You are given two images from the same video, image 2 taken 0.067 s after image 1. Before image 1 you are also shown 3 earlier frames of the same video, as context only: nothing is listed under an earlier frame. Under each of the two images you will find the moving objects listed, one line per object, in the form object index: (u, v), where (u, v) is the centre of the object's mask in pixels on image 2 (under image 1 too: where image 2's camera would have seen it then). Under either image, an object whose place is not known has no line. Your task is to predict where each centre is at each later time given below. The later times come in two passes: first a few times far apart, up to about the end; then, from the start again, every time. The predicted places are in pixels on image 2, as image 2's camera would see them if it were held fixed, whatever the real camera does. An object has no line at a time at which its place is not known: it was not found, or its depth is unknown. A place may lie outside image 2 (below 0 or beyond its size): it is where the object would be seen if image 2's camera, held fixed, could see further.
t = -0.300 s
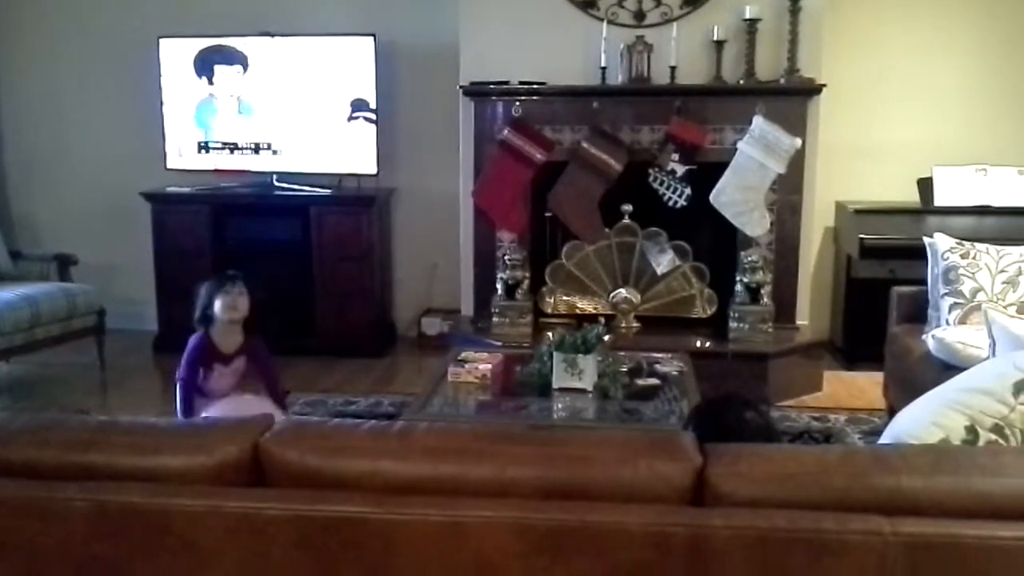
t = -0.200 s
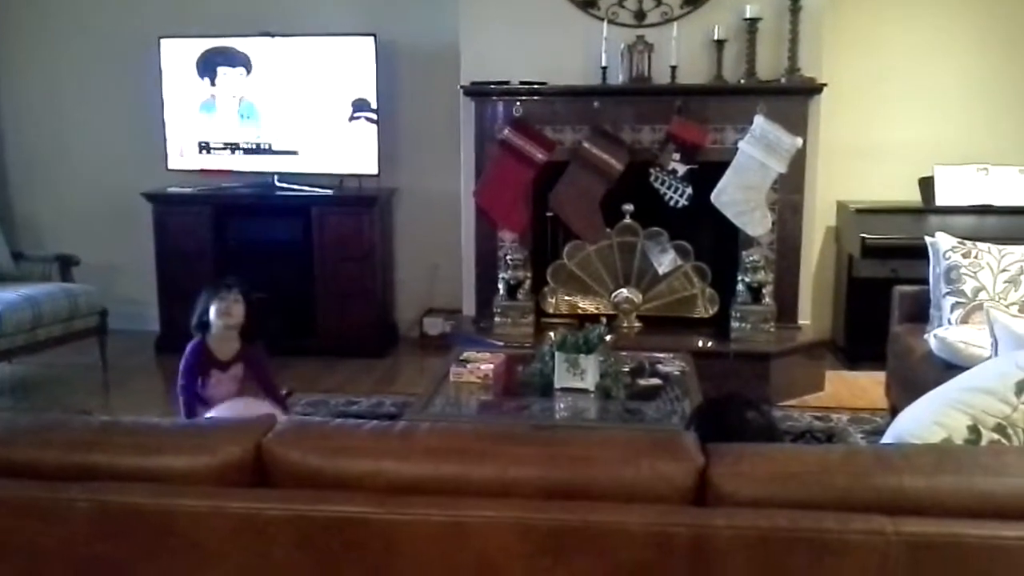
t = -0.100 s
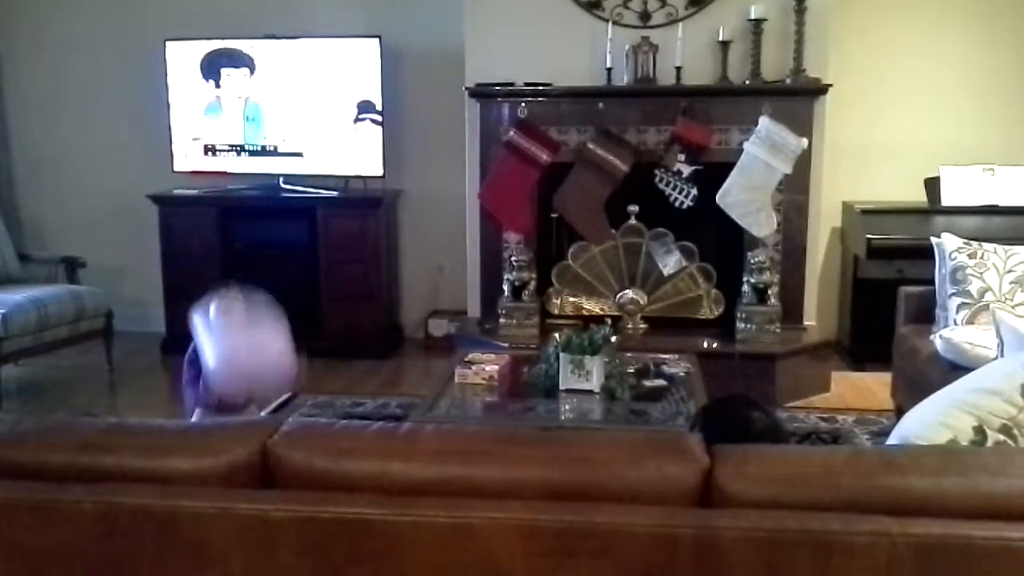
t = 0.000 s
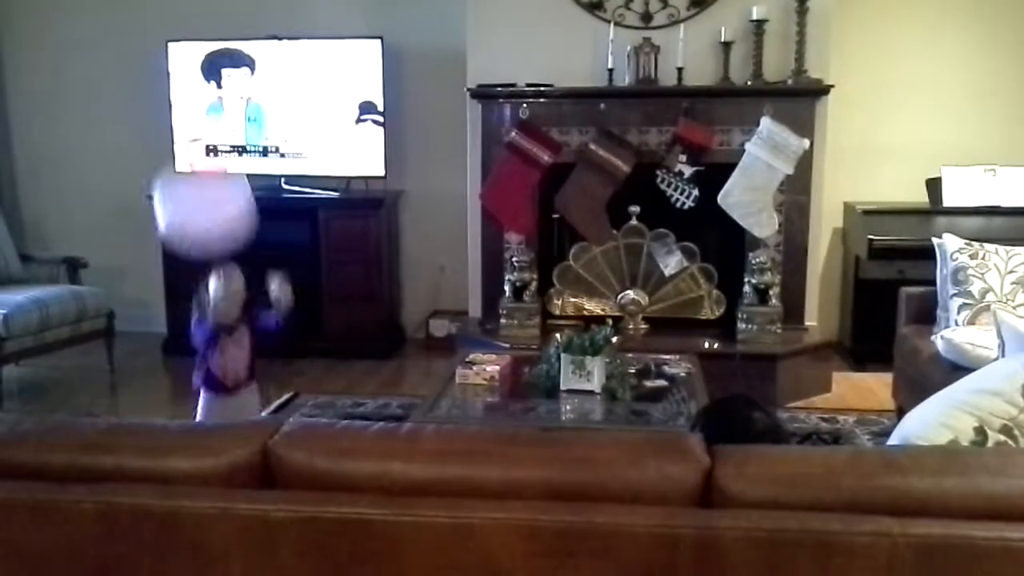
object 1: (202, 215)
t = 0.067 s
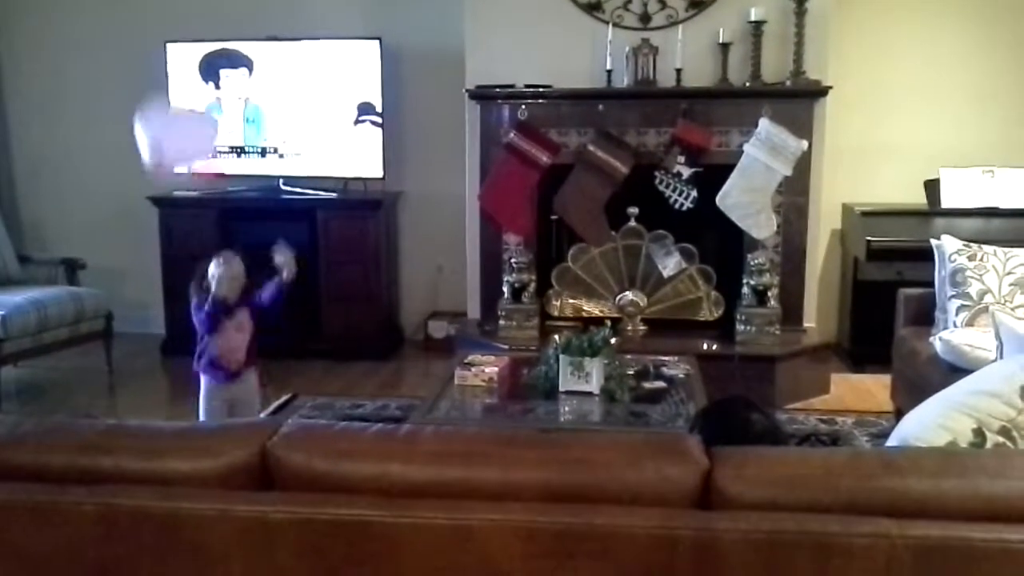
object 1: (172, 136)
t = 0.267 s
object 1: (131, 42)
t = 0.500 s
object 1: (101, 20)
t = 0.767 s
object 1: (84, 27)
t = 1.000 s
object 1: (76, 69)
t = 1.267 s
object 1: (73, 140)
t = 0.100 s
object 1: (163, 110)
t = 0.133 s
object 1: (155, 89)
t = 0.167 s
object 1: (148, 72)
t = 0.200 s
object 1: (141, 60)
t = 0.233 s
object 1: (136, 50)
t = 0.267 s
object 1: (131, 42)
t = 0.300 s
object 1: (126, 36)
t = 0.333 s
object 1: (122, 32)
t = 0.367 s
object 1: (117, 28)
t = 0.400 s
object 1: (112, 26)
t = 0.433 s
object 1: (108, 23)
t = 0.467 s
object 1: (104, 21)
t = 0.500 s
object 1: (101, 20)
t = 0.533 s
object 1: (97, 18)
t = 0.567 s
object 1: (95, 18)
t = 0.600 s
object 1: (93, 17)
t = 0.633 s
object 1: (91, 16)
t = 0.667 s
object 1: (89, 18)
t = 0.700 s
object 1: (87, 20)
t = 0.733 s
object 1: (86, 23)
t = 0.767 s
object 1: (84, 27)
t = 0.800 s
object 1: (83, 31)
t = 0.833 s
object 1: (82, 37)
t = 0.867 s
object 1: (81, 43)
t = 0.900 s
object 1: (80, 49)
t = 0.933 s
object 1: (78, 56)
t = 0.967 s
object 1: (77, 62)
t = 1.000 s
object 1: (76, 69)
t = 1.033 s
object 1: (75, 77)
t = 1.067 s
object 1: (74, 86)
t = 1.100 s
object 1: (74, 94)
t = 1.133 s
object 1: (73, 103)
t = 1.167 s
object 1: (73, 112)
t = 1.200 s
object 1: (73, 121)
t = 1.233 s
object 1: (73, 131)
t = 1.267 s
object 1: (73, 140)
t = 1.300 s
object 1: (73, 150)
